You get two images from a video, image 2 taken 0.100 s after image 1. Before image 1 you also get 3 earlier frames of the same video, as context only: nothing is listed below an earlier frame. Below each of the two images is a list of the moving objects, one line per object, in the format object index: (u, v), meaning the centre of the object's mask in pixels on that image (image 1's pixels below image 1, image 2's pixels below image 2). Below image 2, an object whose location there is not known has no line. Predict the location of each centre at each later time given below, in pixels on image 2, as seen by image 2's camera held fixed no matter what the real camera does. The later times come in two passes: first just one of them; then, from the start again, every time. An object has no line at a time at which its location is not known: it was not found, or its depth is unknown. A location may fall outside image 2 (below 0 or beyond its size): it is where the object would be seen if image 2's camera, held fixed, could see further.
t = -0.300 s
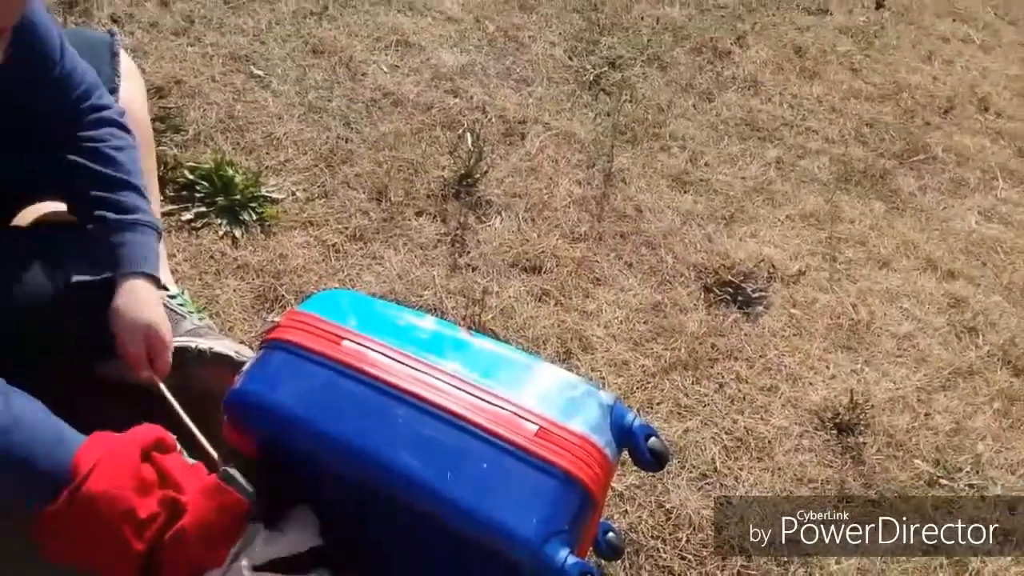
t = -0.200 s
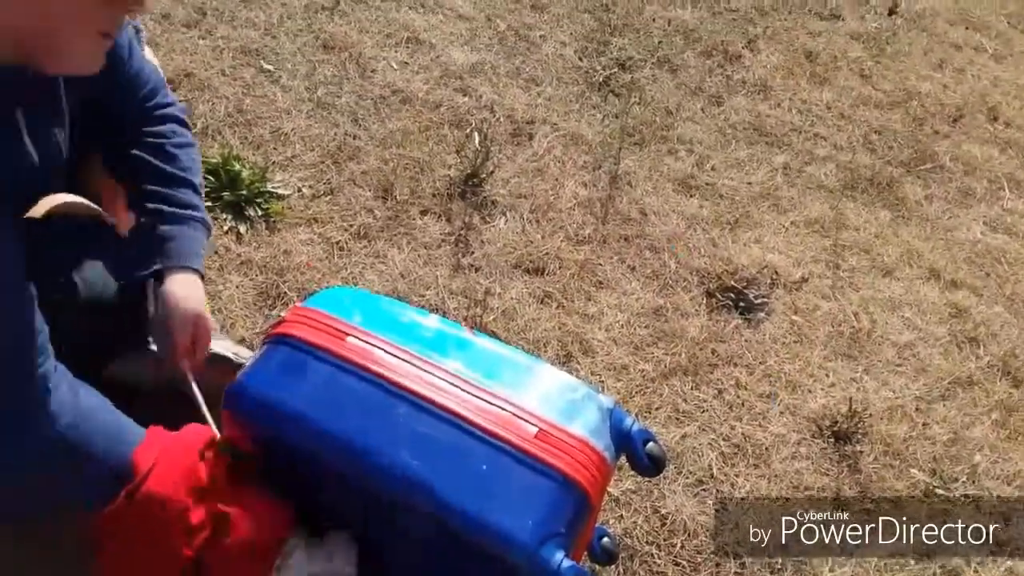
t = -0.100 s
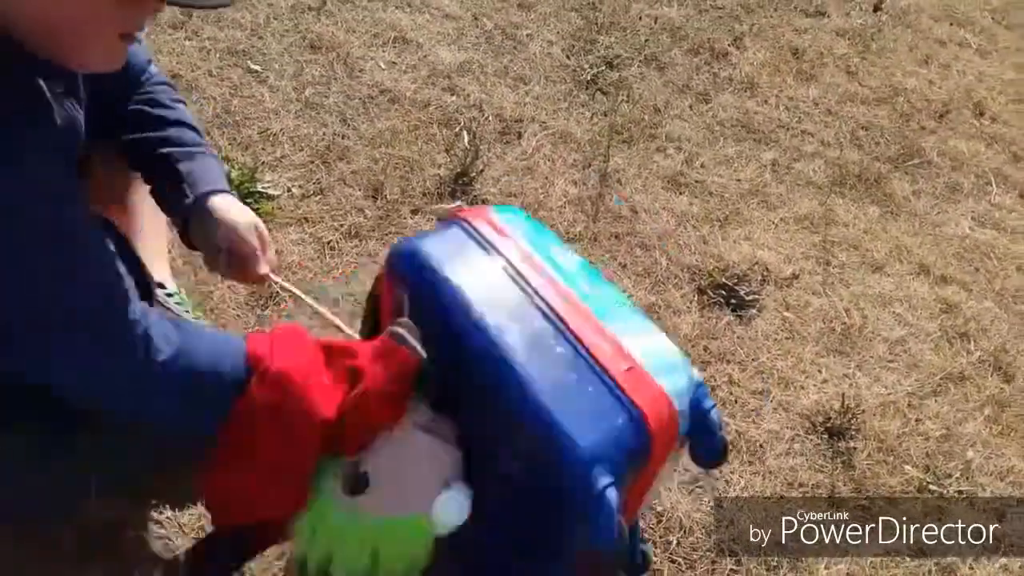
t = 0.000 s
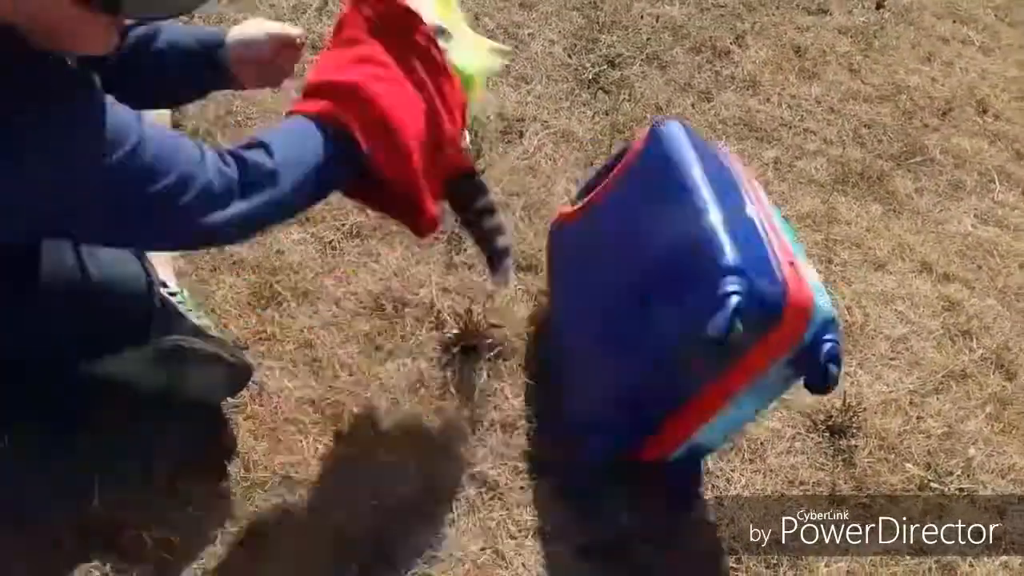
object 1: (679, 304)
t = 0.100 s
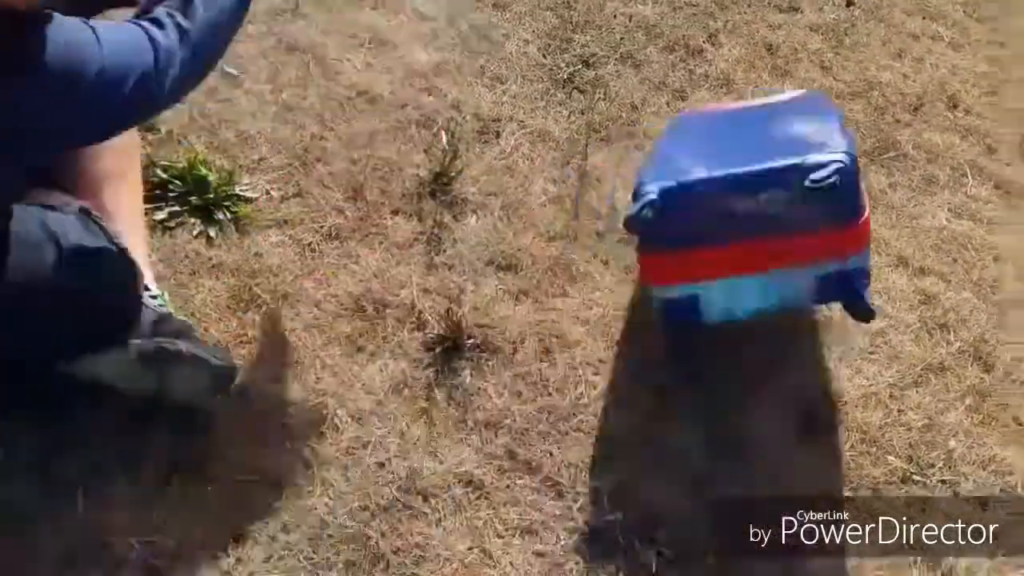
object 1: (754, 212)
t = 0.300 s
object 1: (863, 100)
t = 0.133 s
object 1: (773, 191)
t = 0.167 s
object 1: (788, 172)
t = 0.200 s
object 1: (802, 147)
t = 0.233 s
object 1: (821, 125)
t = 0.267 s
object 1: (845, 114)
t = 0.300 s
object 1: (863, 100)
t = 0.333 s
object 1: (878, 84)
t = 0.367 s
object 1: (900, 81)
